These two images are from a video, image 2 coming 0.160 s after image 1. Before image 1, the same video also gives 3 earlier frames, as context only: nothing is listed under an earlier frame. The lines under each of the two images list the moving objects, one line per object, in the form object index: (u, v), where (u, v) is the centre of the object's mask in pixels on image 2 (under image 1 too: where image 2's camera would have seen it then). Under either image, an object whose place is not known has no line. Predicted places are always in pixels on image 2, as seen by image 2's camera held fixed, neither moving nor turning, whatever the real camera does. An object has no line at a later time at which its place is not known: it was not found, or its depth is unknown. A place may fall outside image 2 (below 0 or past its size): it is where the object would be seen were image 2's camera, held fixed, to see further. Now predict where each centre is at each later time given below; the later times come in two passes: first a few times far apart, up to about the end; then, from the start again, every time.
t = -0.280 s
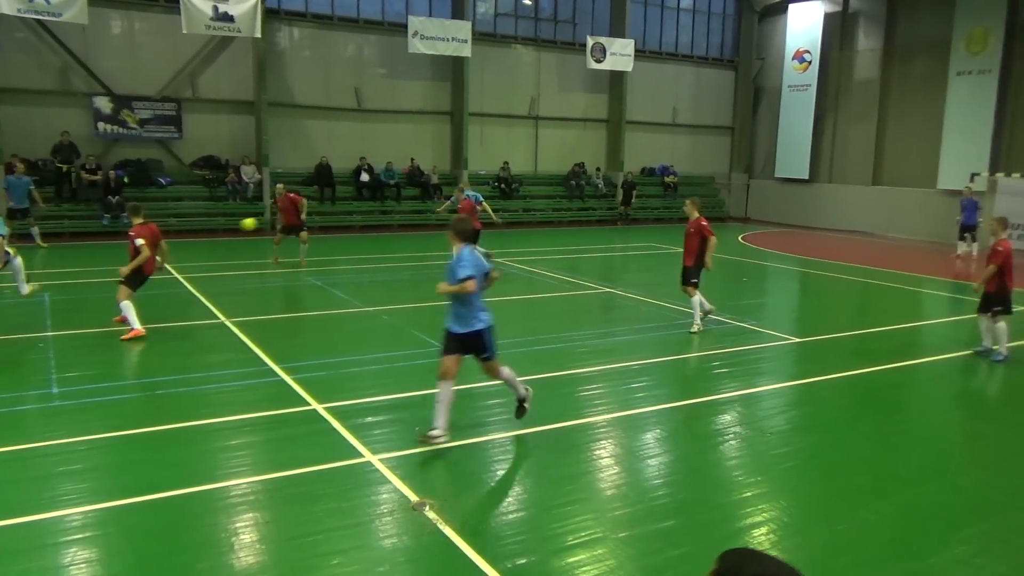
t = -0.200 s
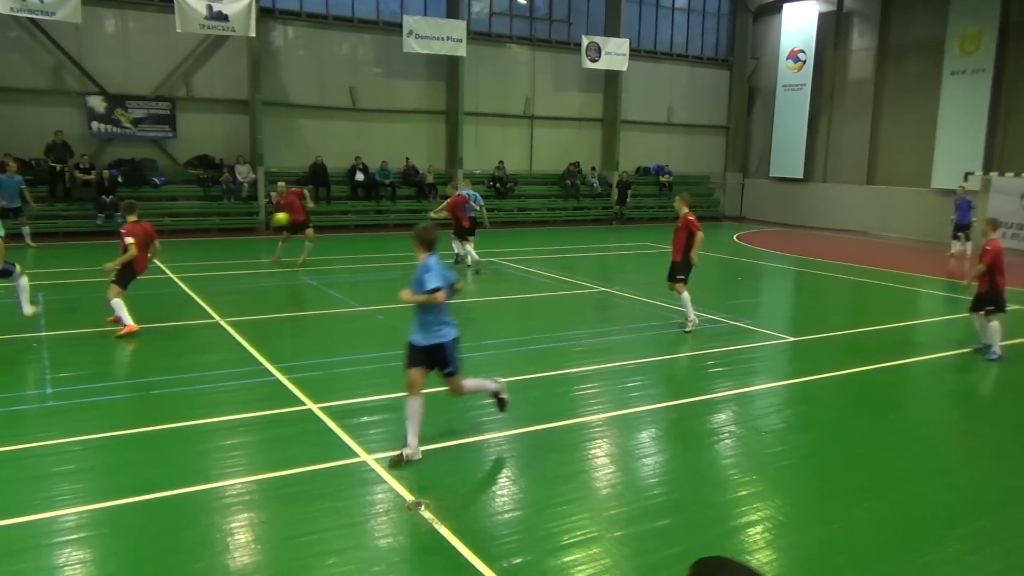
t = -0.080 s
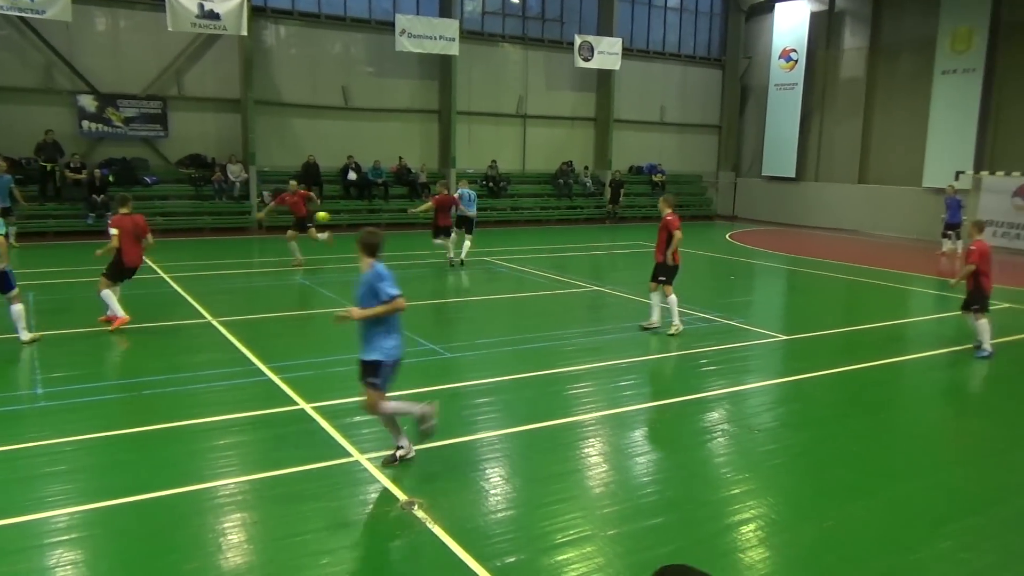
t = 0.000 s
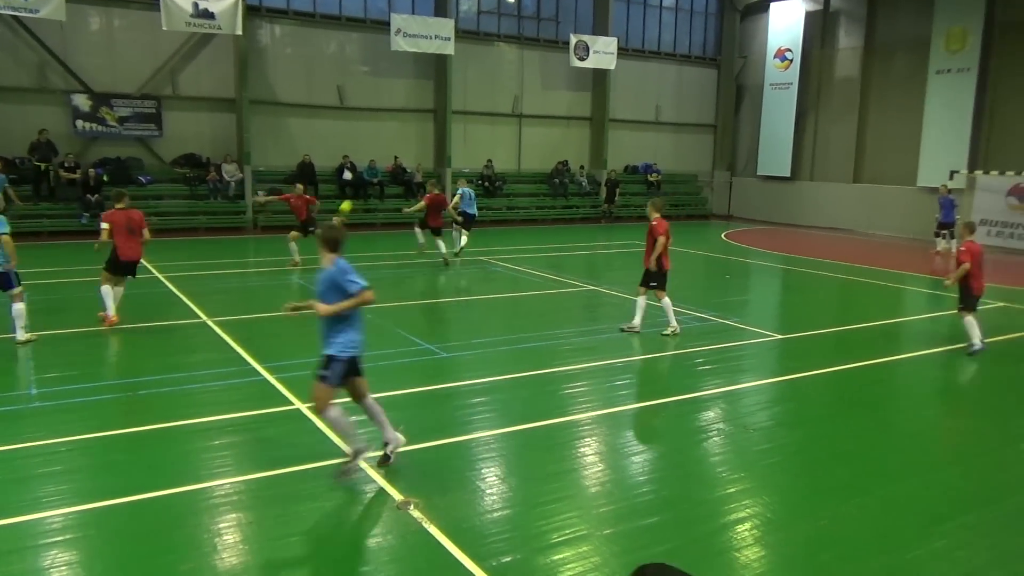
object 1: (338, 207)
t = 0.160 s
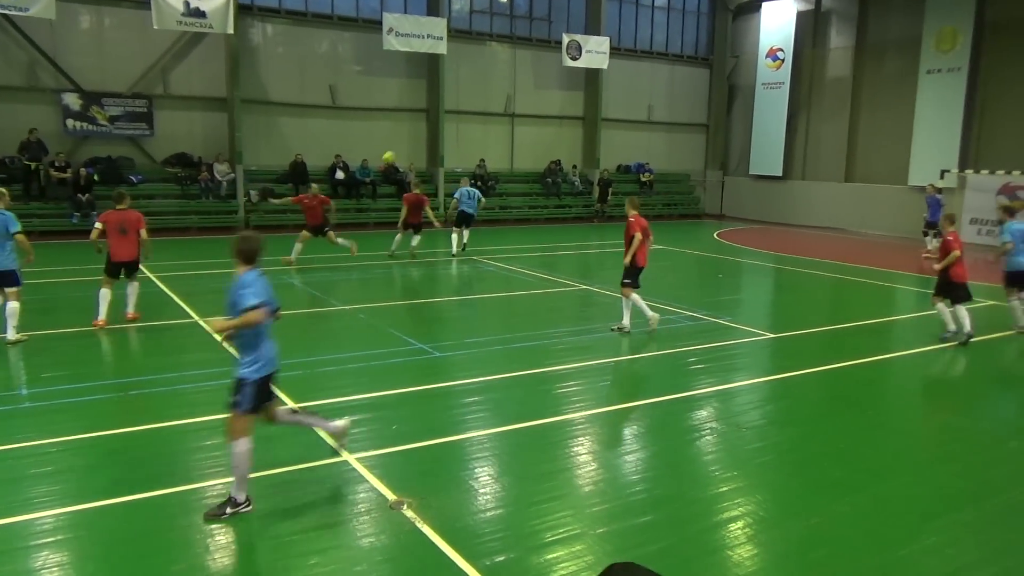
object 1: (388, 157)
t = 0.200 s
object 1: (401, 146)
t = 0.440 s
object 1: (469, 108)
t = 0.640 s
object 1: (521, 99)
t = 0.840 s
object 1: (566, 108)
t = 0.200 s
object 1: (401, 146)
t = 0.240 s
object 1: (413, 138)
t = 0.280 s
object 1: (424, 130)
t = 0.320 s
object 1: (436, 124)
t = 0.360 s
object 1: (447, 117)
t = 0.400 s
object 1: (458, 111)
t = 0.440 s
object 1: (469, 108)
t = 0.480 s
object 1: (480, 104)
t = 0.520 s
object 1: (490, 101)
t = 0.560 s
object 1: (501, 100)
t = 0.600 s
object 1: (511, 99)
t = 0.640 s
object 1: (521, 99)
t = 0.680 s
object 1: (530, 99)
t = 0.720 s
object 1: (539, 101)
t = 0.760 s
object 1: (549, 102)
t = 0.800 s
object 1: (558, 105)
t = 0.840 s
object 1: (566, 108)
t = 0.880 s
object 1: (575, 113)
